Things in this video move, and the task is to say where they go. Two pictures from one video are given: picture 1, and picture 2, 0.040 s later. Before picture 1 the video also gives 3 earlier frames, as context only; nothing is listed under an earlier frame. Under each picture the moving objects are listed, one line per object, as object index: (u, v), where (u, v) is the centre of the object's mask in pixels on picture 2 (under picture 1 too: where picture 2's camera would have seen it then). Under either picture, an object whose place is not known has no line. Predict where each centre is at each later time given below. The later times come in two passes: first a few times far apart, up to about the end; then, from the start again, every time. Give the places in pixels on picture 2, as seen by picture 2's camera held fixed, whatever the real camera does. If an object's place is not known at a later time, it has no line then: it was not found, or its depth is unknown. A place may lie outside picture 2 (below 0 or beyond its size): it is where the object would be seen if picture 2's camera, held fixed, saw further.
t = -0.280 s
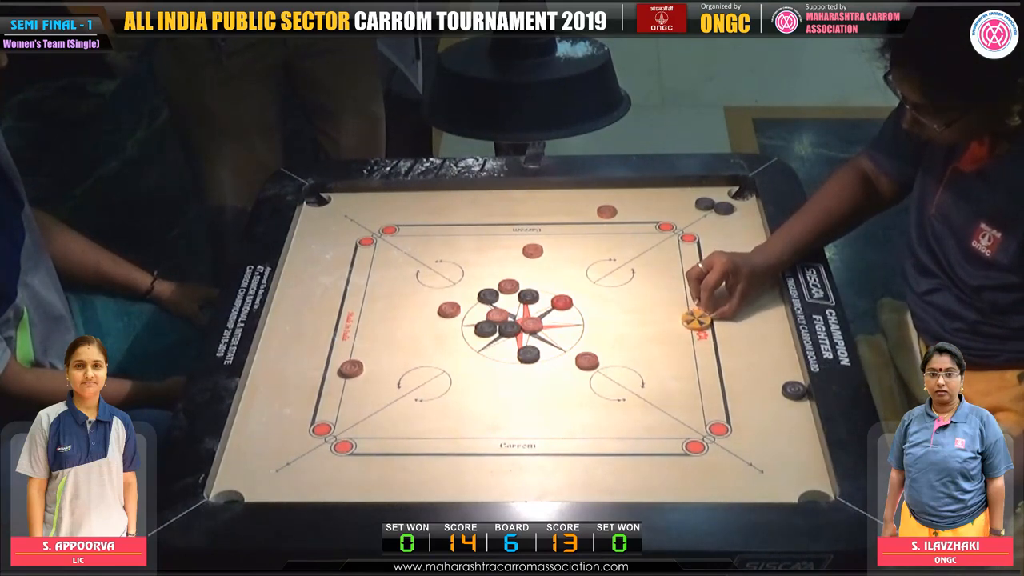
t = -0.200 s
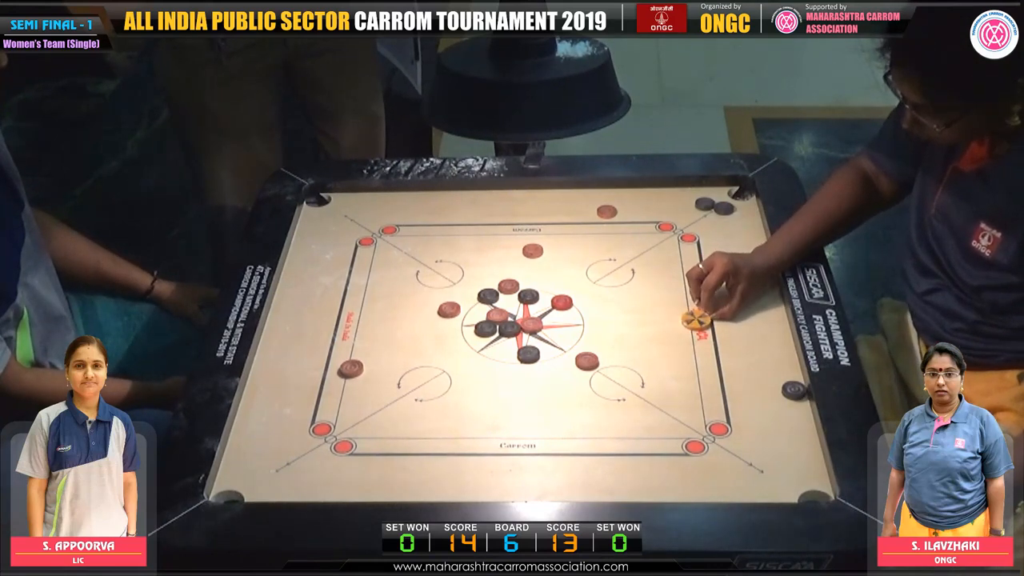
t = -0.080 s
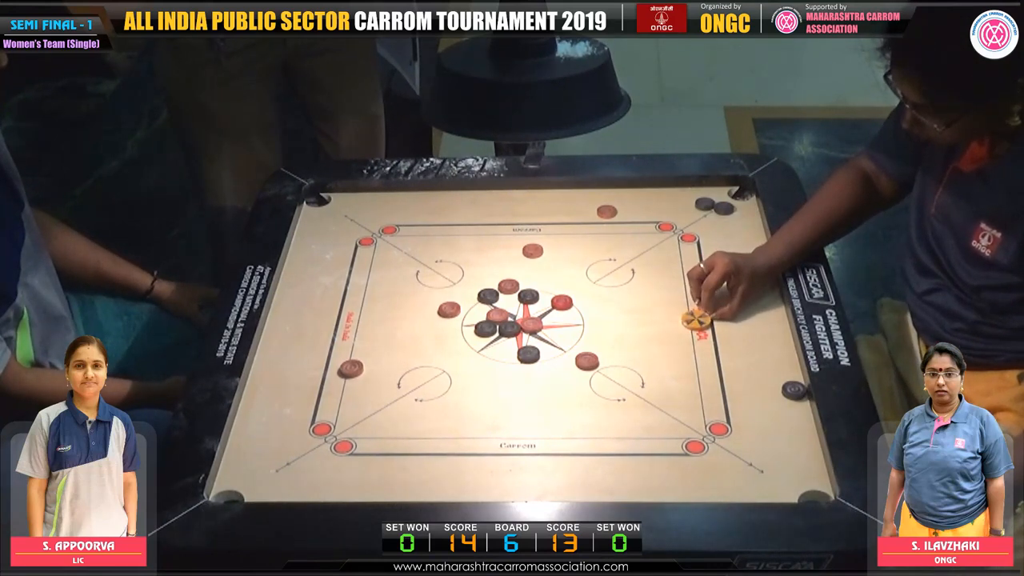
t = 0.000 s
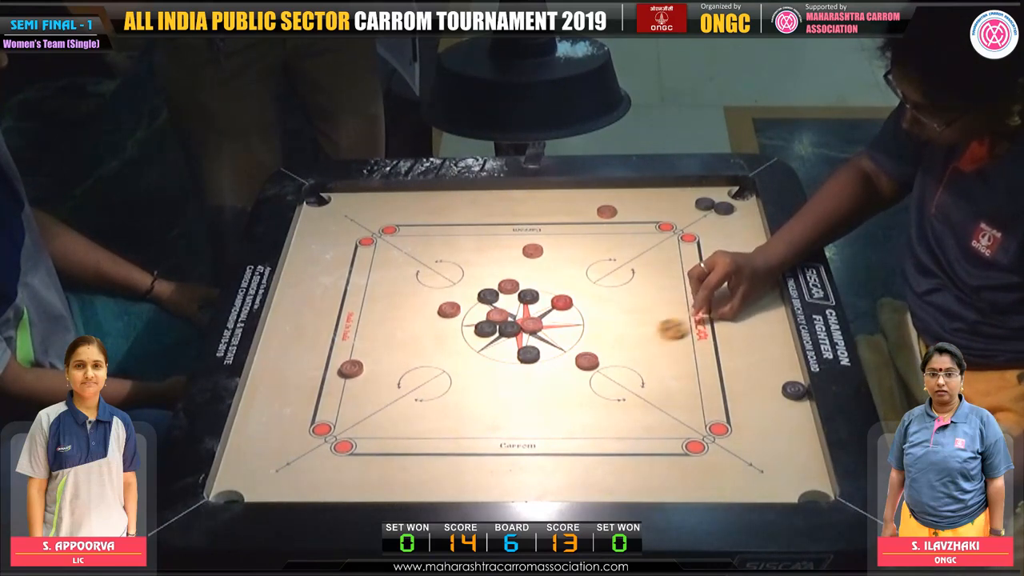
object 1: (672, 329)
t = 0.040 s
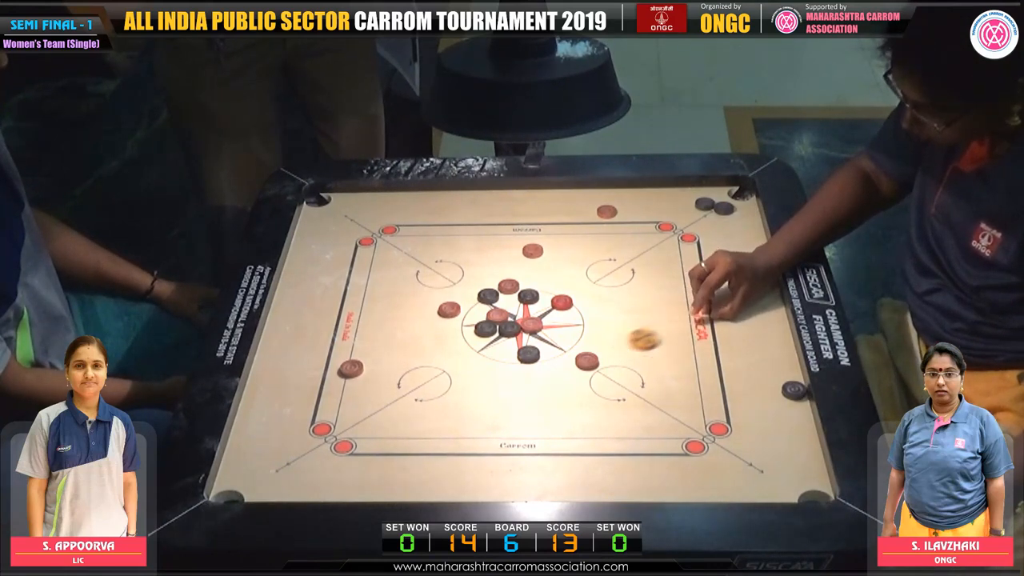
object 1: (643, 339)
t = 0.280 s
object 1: (546, 367)
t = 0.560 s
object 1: (506, 380)
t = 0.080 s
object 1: (615, 349)
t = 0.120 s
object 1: (596, 354)
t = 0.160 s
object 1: (582, 358)
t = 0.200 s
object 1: (569, 361)
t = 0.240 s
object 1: (557, 364)
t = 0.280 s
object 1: (546, 367)
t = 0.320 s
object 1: (537, 370)
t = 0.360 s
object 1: (529, 373)
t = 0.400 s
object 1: (522, 375)
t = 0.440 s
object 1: (517, 377)
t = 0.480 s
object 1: (512, 379)
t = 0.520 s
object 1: (508, 379)
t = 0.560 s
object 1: (506, 380)
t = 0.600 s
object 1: (505, 380)
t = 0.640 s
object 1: (505, 380)
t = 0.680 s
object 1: (505, 380)
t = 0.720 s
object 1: (505, 380)
